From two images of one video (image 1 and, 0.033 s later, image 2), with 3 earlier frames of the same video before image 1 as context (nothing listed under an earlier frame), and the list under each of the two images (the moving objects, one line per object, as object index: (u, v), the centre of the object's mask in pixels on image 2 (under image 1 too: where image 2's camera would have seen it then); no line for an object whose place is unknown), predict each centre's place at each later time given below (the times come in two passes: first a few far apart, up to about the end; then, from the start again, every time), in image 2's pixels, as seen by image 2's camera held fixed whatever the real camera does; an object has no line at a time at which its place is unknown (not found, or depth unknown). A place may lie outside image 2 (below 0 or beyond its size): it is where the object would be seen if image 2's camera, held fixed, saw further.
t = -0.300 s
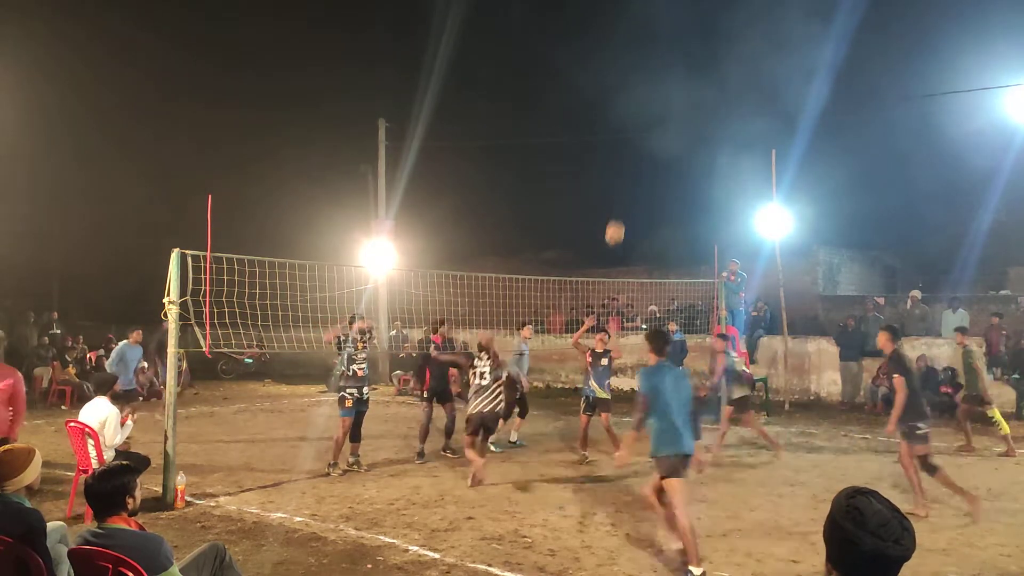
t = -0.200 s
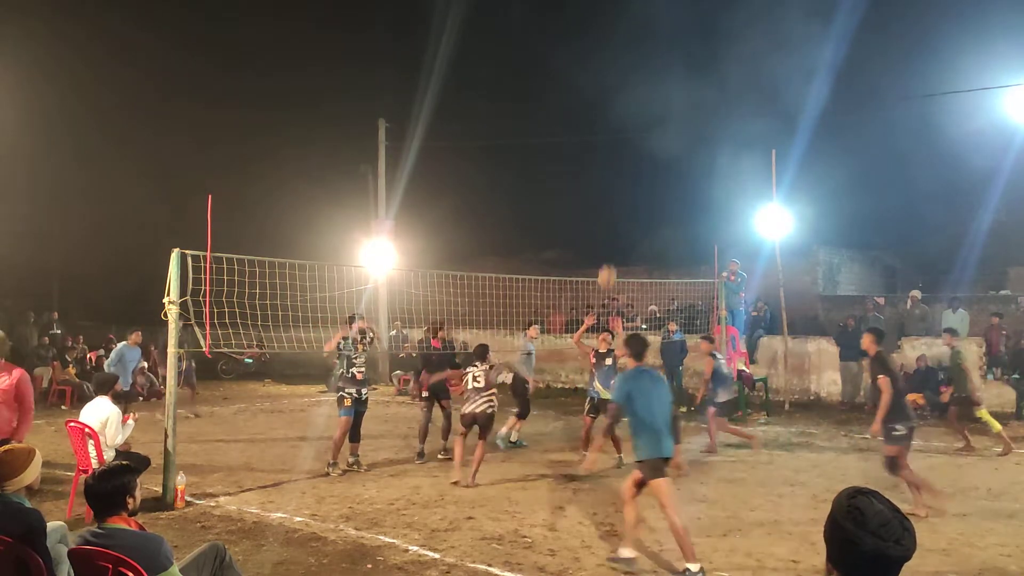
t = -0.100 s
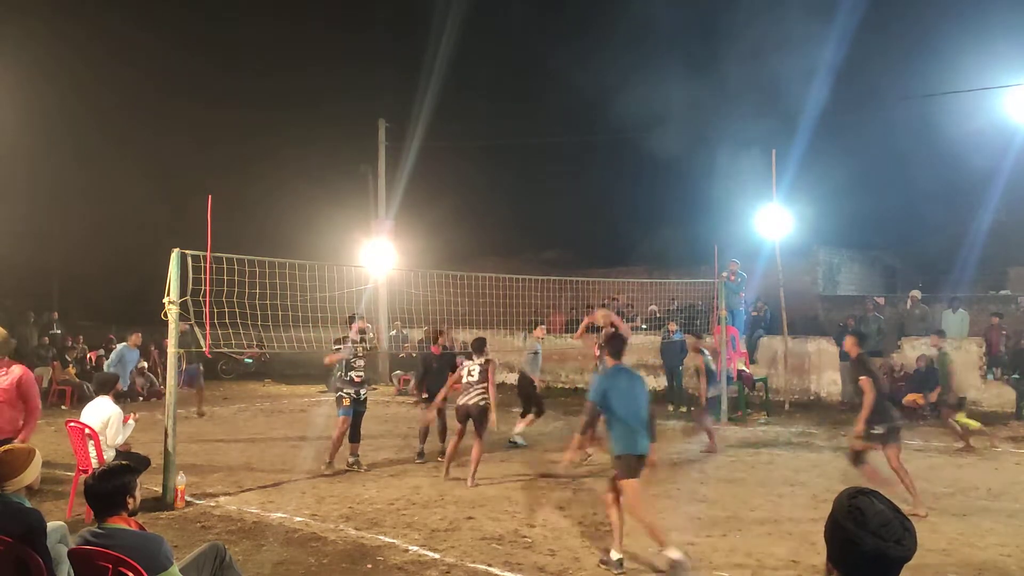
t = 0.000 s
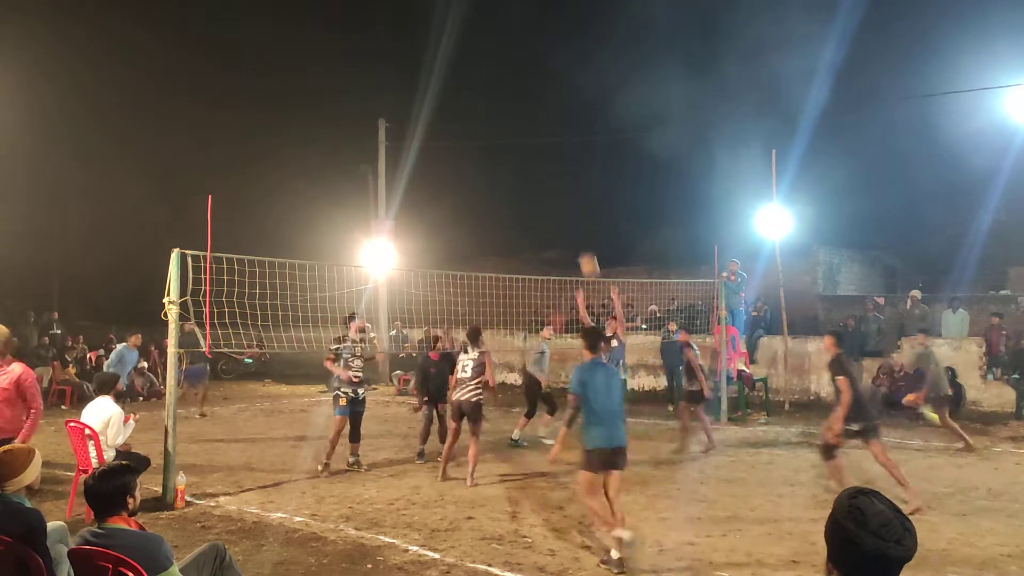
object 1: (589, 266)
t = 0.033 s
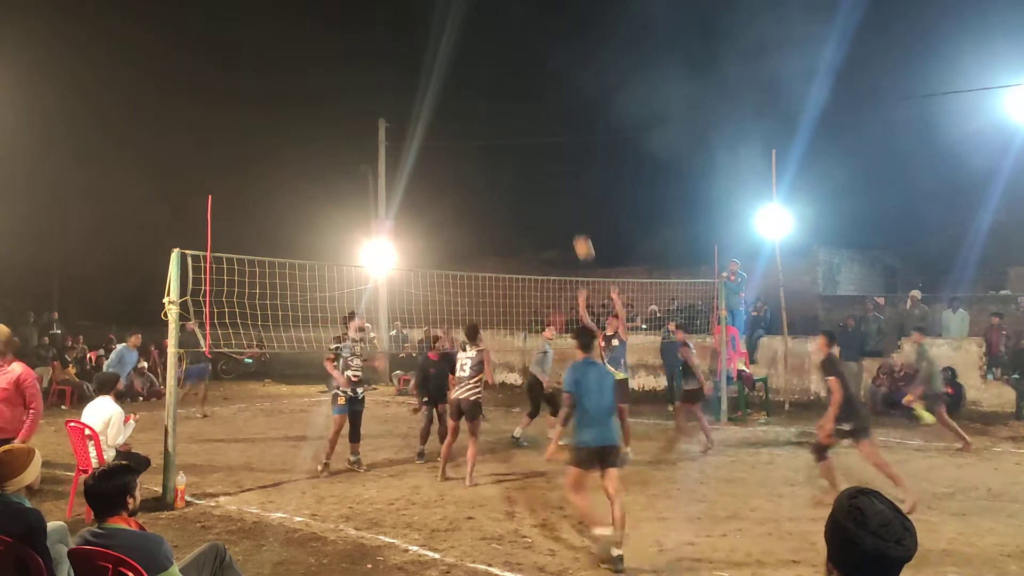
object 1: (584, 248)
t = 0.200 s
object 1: (556, 170)
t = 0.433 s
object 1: (514, 95)
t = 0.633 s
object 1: (477, 64)
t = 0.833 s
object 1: (438, 67)
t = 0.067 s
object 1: (578, 231)
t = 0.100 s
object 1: (573, 214)
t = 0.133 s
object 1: (567, 198)
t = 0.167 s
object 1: (561, 183)
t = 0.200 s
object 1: (556, 170)
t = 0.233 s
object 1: (549, 156)
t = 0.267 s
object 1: (544, 144)
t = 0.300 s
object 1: (538, 133)
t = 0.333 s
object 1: (532, 122)
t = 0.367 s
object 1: (526, 112)
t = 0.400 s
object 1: (520, 103)
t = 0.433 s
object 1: (514, 95)
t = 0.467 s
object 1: (508, 87)
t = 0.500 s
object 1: (502, 81)
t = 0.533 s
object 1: (496, 76)
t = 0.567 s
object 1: (490, 71)
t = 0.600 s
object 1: (484, 67)
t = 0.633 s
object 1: (477, 64)
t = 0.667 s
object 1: (471, 62)
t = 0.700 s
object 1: (464, 61)
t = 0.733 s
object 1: (458, 61)
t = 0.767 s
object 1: (451, 62)
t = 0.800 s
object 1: (445, 64)
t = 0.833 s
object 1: (438, 67)
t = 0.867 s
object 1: (431, 71)
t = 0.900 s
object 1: (424, 77)
